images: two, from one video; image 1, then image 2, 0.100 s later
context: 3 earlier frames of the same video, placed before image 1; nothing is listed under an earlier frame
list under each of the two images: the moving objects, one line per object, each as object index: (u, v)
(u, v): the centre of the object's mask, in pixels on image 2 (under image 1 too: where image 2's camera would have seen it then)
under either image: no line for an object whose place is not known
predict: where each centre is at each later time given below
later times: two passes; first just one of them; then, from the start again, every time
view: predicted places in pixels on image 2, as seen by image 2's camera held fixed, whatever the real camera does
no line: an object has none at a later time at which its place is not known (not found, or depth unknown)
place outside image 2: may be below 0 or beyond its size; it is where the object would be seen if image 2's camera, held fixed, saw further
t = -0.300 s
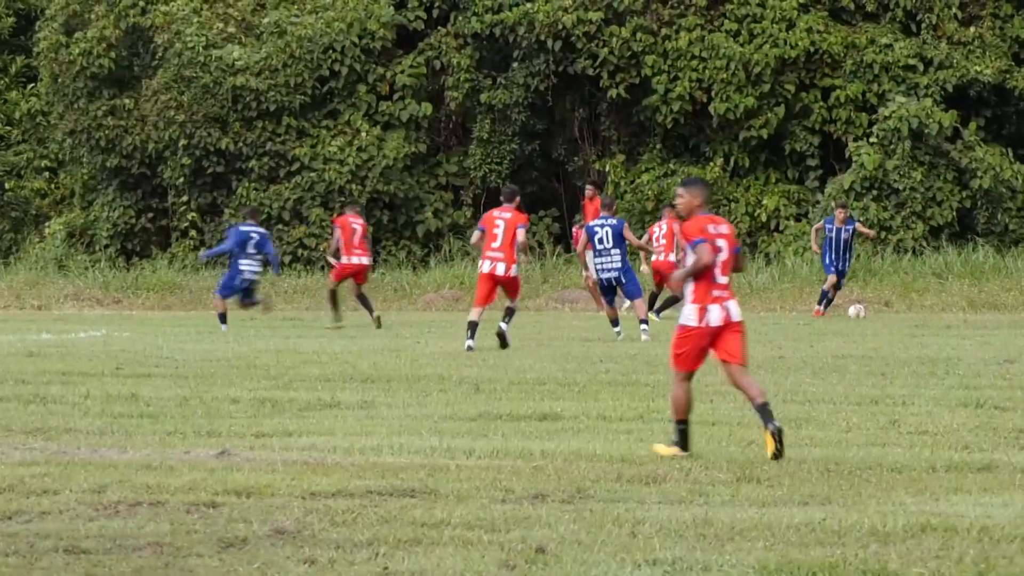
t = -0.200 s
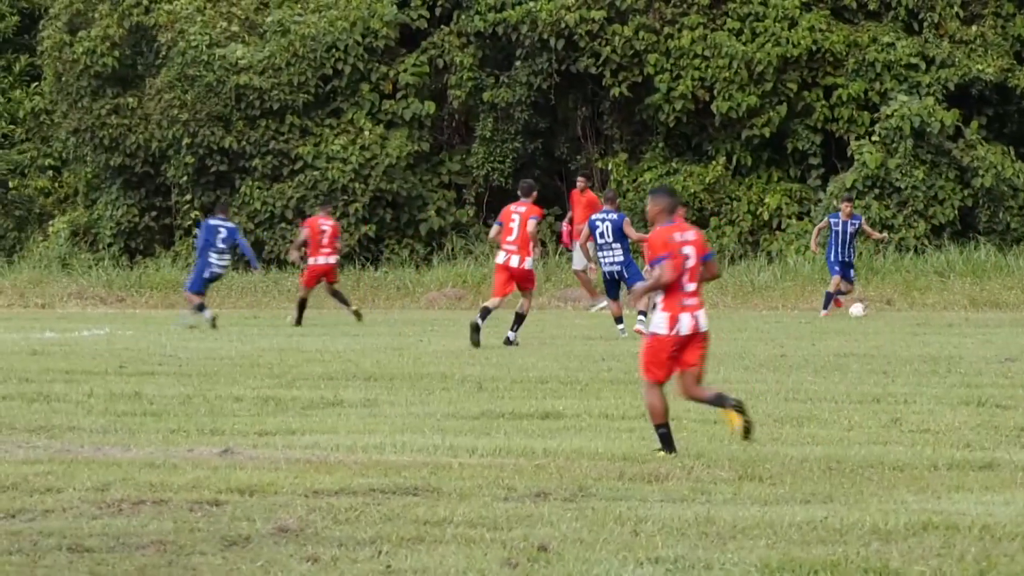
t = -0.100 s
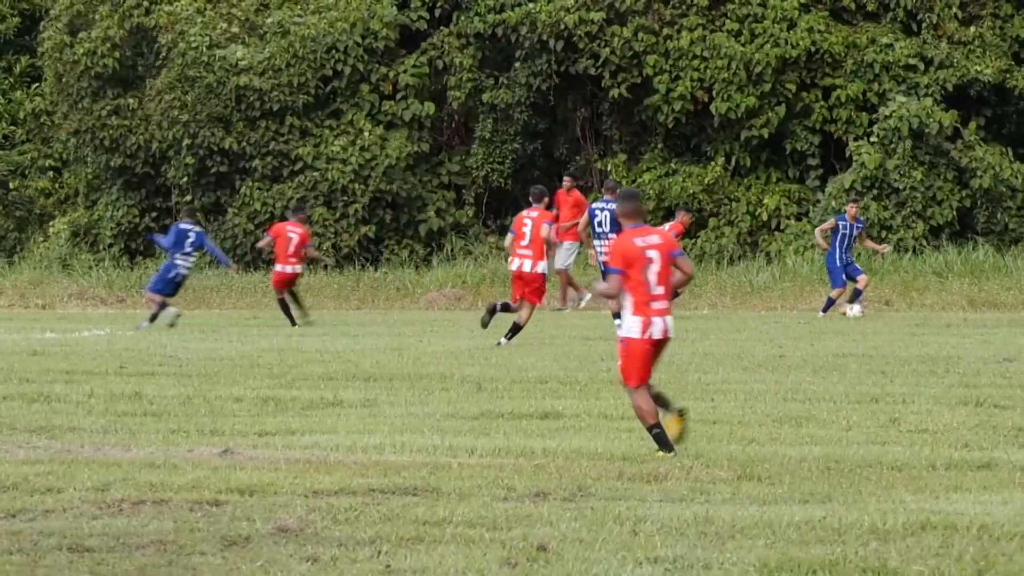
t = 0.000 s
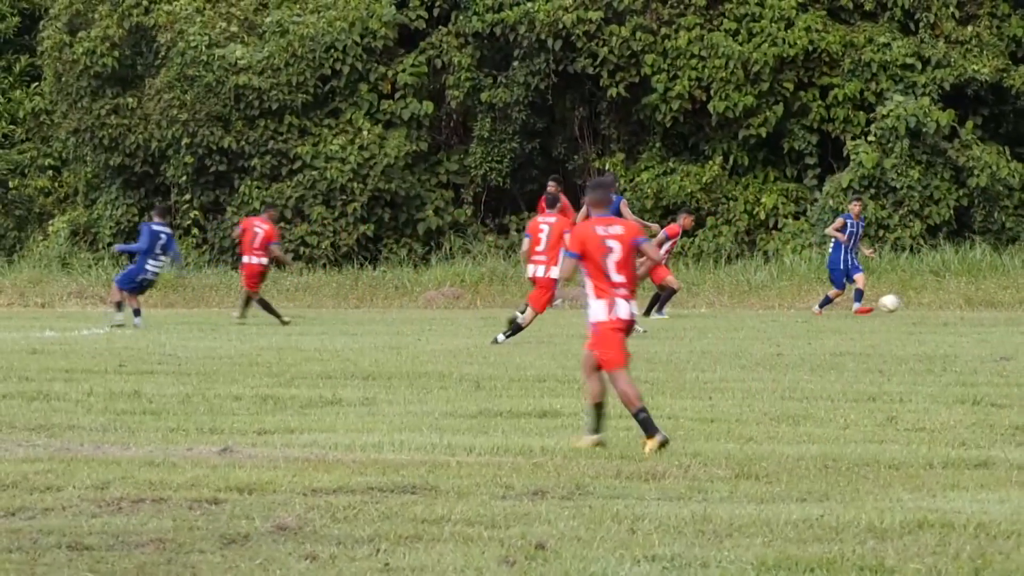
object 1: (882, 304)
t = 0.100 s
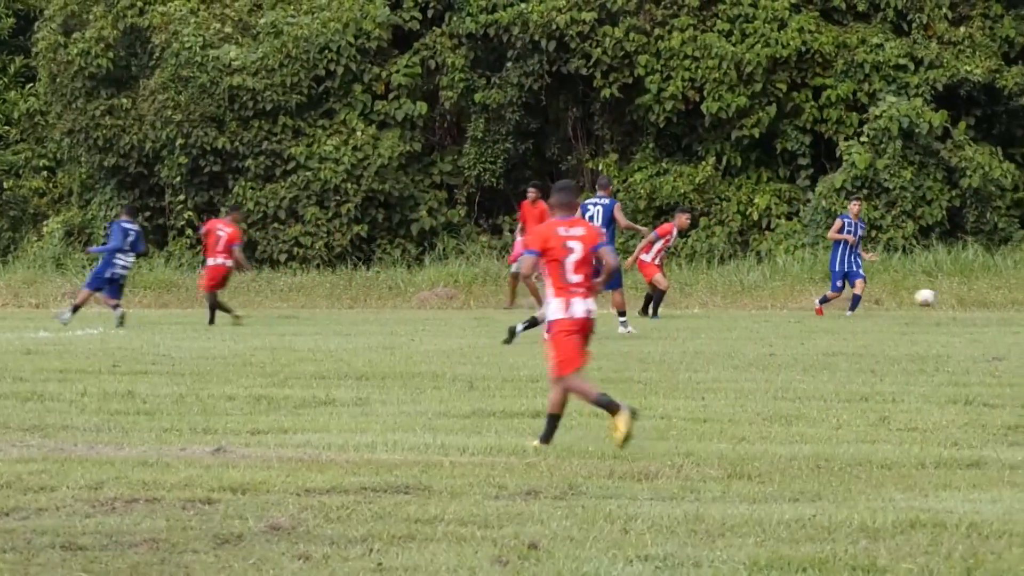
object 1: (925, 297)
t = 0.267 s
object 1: (997, 311)
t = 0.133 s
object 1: (939, 298)
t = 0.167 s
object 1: (953, 299)
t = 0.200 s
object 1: (967, 301)
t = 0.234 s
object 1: (982, 306)
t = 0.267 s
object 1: (997, 311)
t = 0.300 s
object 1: (1011, 316)
